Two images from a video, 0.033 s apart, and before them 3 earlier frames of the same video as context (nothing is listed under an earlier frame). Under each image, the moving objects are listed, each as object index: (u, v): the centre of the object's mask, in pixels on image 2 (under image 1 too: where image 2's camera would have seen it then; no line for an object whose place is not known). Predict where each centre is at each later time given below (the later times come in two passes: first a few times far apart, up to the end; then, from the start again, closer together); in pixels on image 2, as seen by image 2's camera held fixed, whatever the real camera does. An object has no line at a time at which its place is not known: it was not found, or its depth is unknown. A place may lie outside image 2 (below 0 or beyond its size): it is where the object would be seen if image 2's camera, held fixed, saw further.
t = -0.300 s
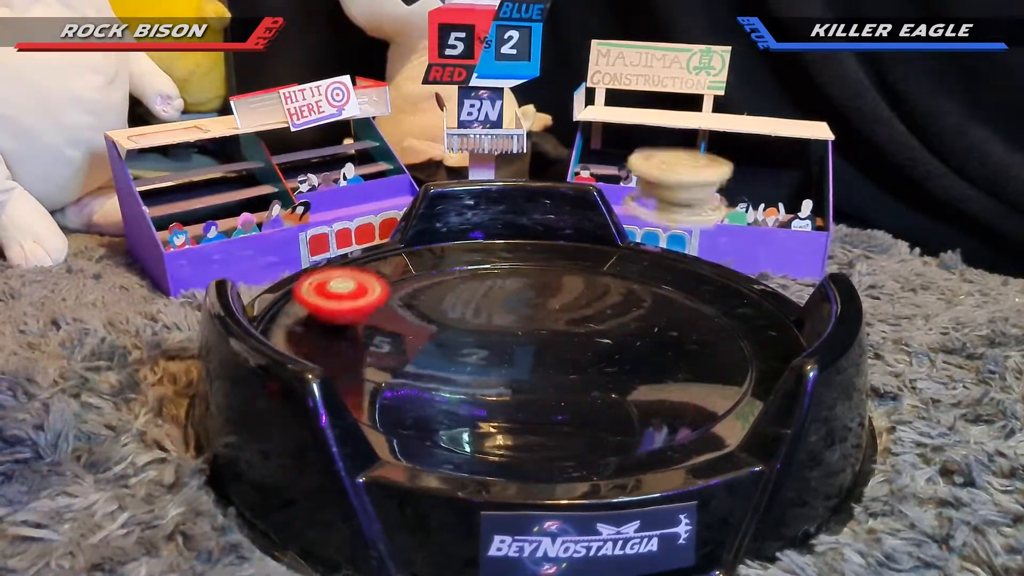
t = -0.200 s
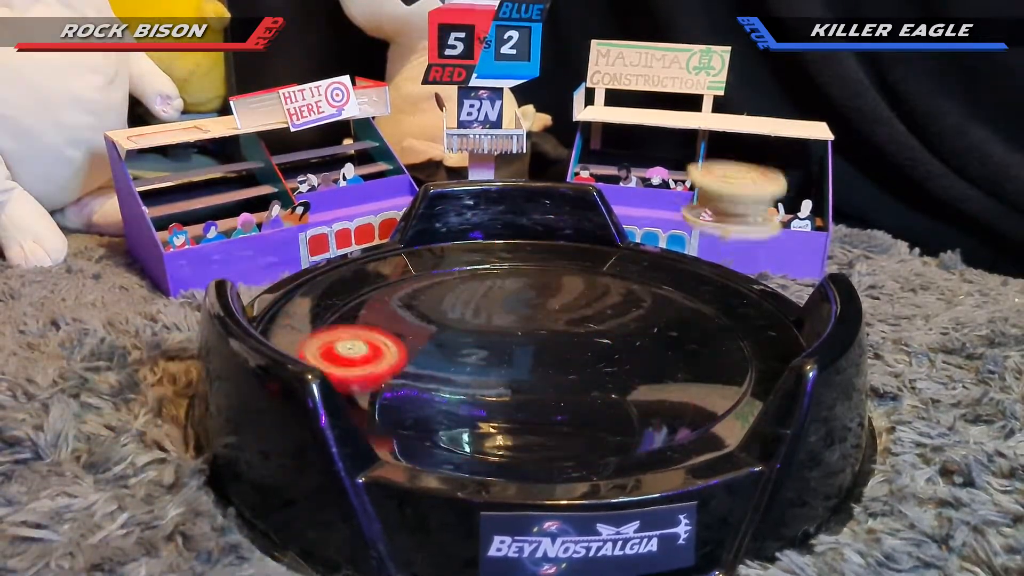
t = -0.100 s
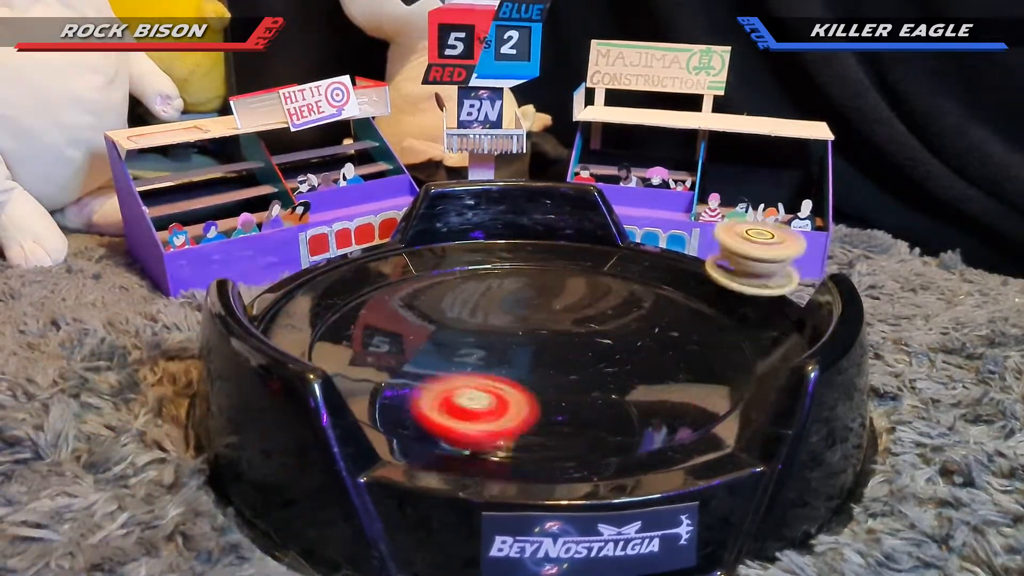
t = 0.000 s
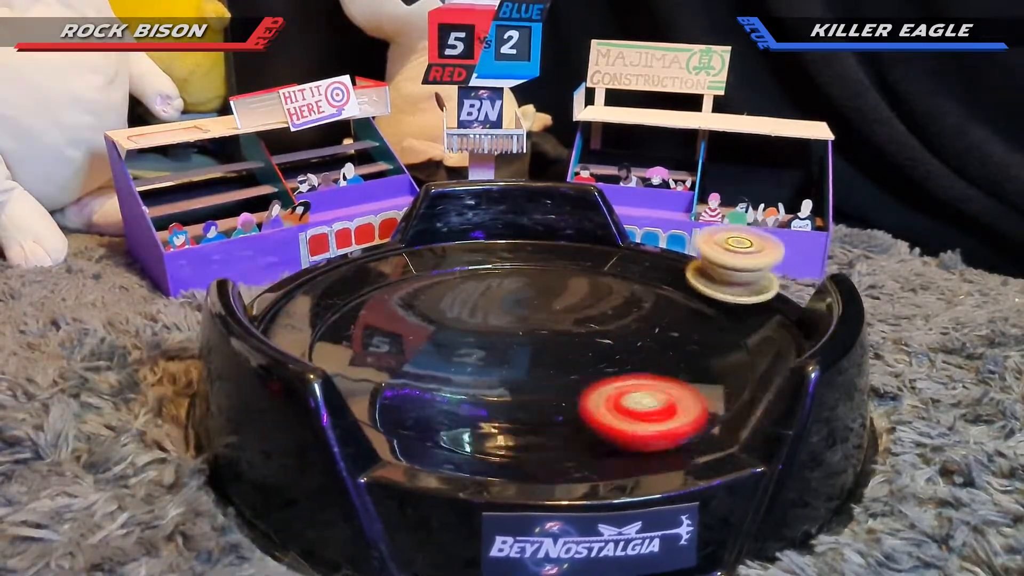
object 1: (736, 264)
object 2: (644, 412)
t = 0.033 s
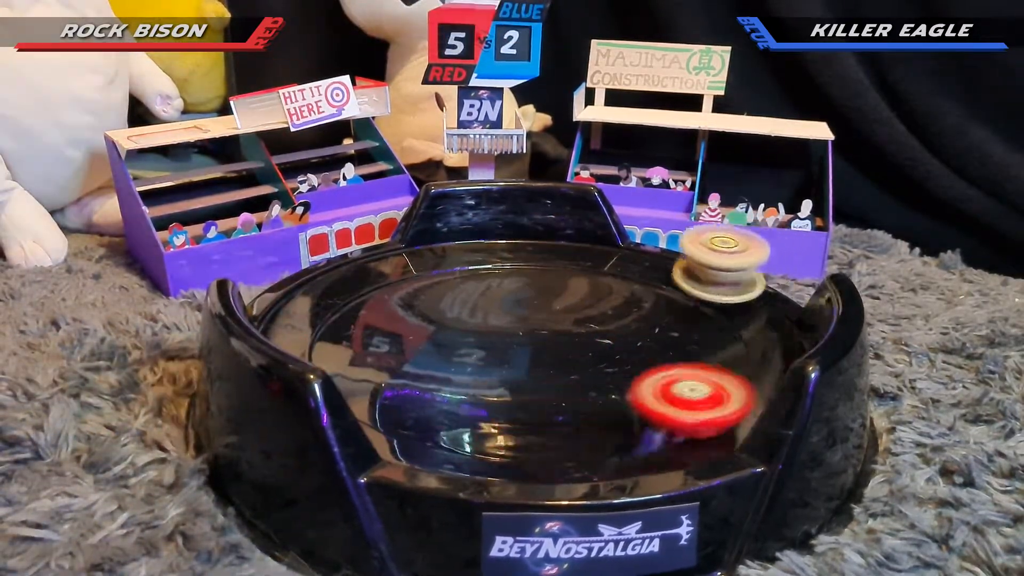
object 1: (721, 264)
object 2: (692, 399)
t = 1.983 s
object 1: (683, 269)
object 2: (592, 332)
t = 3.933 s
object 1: (709, 313)
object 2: (514, 259)
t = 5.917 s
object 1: (731, 361)
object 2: (591, 309)
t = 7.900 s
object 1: (395, 346)
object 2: (583, 292)
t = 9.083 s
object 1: (386, 329)
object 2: (504, 313)
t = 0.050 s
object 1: (713, 263)
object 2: (713, 391)
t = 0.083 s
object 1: (695, 262)
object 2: (737, 369)
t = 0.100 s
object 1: (685, 263)
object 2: (744, 359)
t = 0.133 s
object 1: (663, 264)
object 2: (748, 340)
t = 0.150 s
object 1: (652, 265)
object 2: (748, 328)
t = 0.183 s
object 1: (626, 265)
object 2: (734, 308)
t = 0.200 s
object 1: (614, 265)
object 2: (724, 299)
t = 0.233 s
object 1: (587, 265)
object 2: (696, 283)
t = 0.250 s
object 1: (573, 264)
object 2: (679, 276)
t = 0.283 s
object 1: (544, 264)
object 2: (645, 264)
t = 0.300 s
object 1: (528, 265)
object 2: (624, 259)
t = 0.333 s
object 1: (497, 268)
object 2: (588, 252)
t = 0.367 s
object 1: (468, 276)
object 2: (552, 249)
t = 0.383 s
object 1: (455, 280)
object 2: (535, 249)
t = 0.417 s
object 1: (431, 292)
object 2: (501, 252)
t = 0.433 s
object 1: (421, 299)
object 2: (485, 254)
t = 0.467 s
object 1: (406, 314)
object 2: (454, 261)
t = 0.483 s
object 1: (402, 323)
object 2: (439, 266)
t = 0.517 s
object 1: (402, 341)
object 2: (413, 278)
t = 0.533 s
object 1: (406, 350)
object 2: (401, 285)
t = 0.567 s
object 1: (422, 368)
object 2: (383, 304)
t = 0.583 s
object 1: (435, 377)
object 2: (376, 314)
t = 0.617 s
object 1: (468, 391)
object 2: (375, 336)
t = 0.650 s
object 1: (511, 402)
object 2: (382, 358)
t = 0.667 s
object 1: (536, 406)
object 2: (390, 368)
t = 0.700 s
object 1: (589, 409)
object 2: (414, 387)
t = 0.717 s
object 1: (617, 408)
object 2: (431, 396)
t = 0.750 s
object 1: (665, 393)
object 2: (472, 408)
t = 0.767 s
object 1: (687, 391)
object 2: (497, 414)
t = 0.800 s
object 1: (721, 376)
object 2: (549, 420)
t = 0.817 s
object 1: (730, 366)
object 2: (575, 421)
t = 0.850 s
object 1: (748, 348)
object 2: (628, 419)
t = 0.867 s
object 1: (755, 340)
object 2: (653, 414)
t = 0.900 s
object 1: (763, 324)
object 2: (693, 401)
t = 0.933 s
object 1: (755, 308)
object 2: (720, 384)
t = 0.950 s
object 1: (748, 300)
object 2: (731, 375)
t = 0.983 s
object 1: (729, 286)
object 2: (747, 356)
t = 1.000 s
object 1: (716, 281)
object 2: (749, 346)
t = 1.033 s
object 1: (686, 271)
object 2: (745, 326)
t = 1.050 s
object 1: (670, 267)
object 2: (740, 317)
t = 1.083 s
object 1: (634, 260)
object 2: (723, 301)
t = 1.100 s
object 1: (616, 257)
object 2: (712, 295)
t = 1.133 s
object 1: (579, 253)
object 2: (686, 284)
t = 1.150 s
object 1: (560, 252)
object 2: (673, 280)
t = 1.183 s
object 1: (521, 253)
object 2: (642, 275)
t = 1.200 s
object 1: (502, 254)
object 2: (625, 273)
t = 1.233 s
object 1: (463, 258)
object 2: (591, 272)
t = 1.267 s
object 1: (427, 264)
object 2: (556, 273)
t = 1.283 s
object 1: (411, 269)
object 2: (538, 275)
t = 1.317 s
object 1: (379, 279)
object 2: (504, 281)
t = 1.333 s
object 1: (364, 285)
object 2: (488, 285)
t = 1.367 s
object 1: (340, 298)
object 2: (455, 295)
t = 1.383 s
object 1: (328, 305)
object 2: (441, 300)
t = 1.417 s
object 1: (315, 318)
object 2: (417, 313)
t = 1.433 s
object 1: (319, 325)
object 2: (409, 321)
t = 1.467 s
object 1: (331, 342)
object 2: (407, 337)
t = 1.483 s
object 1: (340, 351)
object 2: (410, 344)
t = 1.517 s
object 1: (378, 375)
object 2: (434, 359)
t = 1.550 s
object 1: (420, 397)
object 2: (357, 381)
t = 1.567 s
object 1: (454, 405)
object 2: (377, 380)
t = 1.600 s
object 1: (519, 413)
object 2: (421, 395)
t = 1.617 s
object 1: (550, 414)
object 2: (443, 400)
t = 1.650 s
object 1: (608, 412)
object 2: (488, 409)
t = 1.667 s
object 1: (634, 409)
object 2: (511, 412)
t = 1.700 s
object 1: (684, 400)
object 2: (556, 415)
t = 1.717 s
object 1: (696, 384)
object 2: (569, 414)
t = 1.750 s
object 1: (724, 366)
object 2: (581, 409)
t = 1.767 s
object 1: (735, 364)
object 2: (589, 406)
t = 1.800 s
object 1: (748, 347)
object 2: (609, 398)
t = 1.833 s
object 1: (754, 333)
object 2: (627, 388)
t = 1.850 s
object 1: (754, 327)
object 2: (632, 382)
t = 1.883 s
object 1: (742, 312)
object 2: (634, 369)
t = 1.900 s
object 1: (735, 304)
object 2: (632, 362)
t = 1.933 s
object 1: (717, 288)
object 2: (622, 349)
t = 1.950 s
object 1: (706, 281)
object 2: (613, 343)
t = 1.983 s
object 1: (683, 269)
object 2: (592, 332)
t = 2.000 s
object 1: (670, 263)
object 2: (580, 328)
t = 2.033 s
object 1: (642, 252)
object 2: (553, 320)
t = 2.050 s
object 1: (627, 248)
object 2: (539, 317)
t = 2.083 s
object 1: (592, 242)
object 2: (508, 312)
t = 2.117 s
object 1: (558, 238)
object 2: (476, 311)
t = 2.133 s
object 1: (540, 236)
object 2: (462, 310)
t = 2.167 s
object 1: (503, 237)
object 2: (432, 312)
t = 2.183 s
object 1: (484, 238)
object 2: (418, 314)
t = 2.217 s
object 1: (449, 242)
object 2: (395, 321)
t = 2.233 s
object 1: (432, 245)
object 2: (384, 324)
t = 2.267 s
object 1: (401, 253)
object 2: (369, 334)
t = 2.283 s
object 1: (386, 258)
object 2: (364, 340)
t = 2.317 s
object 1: (361, 270)
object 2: (359, 352)
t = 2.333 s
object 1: (350, 277)
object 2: (361, 359)
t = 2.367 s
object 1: (334, 292)
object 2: (372, 372)
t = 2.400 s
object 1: (325, 309)
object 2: (388, 386)
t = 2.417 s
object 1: (324, 316)
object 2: (400, 392)
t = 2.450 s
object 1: (332, 330)
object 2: (433, 403)
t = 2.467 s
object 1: (342, 338)
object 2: (452, 406)
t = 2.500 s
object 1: (363, 356)
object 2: (492, 411)
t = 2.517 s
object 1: (376, 366)
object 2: (512, 412)
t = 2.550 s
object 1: (407, 385)
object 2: (551, 409)
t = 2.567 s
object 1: (427, 391)
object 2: (568, 407)
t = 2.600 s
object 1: (474, 402)
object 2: (599, 398)
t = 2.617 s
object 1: (498, 405)
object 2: (613, 393)
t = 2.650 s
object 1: (549, 408)
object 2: (639, 380)
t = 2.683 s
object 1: (600, 406)
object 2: (650, 355)
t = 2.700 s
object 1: (625, 403)
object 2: (643, 344)
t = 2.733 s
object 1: (671, 394)
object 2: (631, 332)
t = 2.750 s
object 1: (692, 388)
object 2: (627, 330)
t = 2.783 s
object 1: (722, 371)
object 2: (618, 319)
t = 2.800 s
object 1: (731, 361)
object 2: (608, 313)
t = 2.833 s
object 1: (743, 345)
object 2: (587, 300)
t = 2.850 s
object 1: (747, 336)
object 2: (575, 295)
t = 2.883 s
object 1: (746, 318)
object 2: (548, 287)
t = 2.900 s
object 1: (741, 310)
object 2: (534, 283)
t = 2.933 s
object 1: (727, 294)
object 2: (504, 278)
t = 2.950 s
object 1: (718, 287)
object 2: (489, 276)
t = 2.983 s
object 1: (696, 275)
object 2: (460, 276)
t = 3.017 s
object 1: (671, 264)
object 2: (430, 277)
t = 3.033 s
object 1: (657, 260)
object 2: (418, 279)
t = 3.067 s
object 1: (627, 254)
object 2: (393, 284)
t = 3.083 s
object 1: (612, 252)
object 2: (382, 287)
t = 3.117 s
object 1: (582, 249)
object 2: (364, 296)
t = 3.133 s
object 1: (567, 249)
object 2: (357, 301)
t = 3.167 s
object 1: (535, 250)
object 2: (347, 313)
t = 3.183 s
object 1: (519, 252)
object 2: (344, 319)
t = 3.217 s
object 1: (488, 256)
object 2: (345, 334)
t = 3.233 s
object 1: (472, 259)
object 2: (349, 342)
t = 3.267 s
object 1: (443, 268)
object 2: (363, 358)
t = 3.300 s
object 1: (418, 278)
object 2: (385, 373)
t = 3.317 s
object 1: (406, 284)
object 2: (399, 379)
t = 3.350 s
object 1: (387, 297)
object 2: (433, 391)
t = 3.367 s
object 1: (379, 304)
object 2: (453, 396)
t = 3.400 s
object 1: (369, 319)
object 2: (495, 402)
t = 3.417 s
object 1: (366, 327)
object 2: (516, 403)
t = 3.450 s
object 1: (367, 343)
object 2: (556, 402)
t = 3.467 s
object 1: (371, 351)
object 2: (575, 400)
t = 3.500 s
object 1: (386, 367)
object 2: (610, 392)
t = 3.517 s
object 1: (394, 375)
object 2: (625, 387)
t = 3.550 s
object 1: (419, 390)
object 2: (650, 375)
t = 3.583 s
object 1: (453, 402)
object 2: (667, 360)
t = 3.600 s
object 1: (473, 407)
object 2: (672, 353)
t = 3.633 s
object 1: (521, 410)
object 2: (677, 337)
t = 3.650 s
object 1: (546, 411)
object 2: (676, 330)
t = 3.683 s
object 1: (596, 408)
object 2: (671, 315)
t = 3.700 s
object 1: (620, 405)
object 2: (666, 308)
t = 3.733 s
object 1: (663, 396)
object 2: (652, 295)
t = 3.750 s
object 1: (682, 390)
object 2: (643, 289)
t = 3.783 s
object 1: (710, 376)
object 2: (624, 279)
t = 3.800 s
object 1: (720, 368)
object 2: (614, 274)
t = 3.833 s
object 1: (731, 353)
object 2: (590, 267)
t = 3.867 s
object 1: (732, 340)
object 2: (565, 262)
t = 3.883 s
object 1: (729, 333)
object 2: (553, 260)
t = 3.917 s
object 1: (717, 319)
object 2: (527, 259)
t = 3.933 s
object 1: (709, 313)
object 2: (514, 259)
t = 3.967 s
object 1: (687, 302)
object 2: (488, 261)
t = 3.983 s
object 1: (676, 297)
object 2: (476, 263)
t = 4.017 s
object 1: (648, 289)
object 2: (453, 269)
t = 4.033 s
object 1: (634, 285)
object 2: (441, 273)
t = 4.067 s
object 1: (602, 279)
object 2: (422, 283)
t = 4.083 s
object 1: (587, 277)
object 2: (414, 289)
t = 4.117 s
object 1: (555, 274)
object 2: (402, 302)
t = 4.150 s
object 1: (522, 272)
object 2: (395, 317)
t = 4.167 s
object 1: (506, 272)
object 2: (393, 325)
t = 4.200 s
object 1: (473, 273)
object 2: (397, 341)
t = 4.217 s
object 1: (458, 275)
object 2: (401, 349)
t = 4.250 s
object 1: (428, 279)
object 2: (415, 364)
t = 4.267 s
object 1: (414, 281)
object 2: (425, 371)
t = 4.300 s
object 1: (388, 288)
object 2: (452, 384)
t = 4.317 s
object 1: (377, 292)
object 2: (468, 389)
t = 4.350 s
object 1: (357, 302)
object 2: (504, 397)
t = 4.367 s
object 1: (349, 307)
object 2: (523, 400)
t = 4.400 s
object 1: (337, 319)
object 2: (561, 402)
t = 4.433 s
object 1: (333, 330)
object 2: (599, 400)
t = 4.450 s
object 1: (338, 336)
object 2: (617, 397)
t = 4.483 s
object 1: (348, 349)
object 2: (650, 389)
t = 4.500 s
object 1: (356, 356)
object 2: (665, 384)
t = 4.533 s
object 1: (378, 373)
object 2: (691, 373)
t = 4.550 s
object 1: (394, 382)
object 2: (702, 366)
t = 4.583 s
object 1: (430, 396)
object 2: (717, 353)
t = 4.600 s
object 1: (452, 401)
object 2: (721, 347)
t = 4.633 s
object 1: (496, 406)
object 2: (726, 333)
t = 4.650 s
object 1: (519, 408)
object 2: (726, 327)
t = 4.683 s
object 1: (562, 406)
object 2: (721, 314)
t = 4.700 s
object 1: (583, 404)
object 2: (717, 309)
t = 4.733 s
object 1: (622, 397)
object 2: (704, 298)
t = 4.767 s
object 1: (653, 388)
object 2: (688, 290)
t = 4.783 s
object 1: (667, 381)
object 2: (678, 286)
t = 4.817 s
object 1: (688, 368)
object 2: (656, 281)
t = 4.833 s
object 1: (695, 360)
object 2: (644, 279)
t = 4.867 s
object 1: (704, 345)
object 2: (619, 276)
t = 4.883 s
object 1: (706, 338)
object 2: (606, 275)
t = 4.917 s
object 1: (703, 323)
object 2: (579, 276)
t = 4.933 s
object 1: (699, 315)
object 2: (565, 277)
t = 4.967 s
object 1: (688, 302)
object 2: (539, 281)
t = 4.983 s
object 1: (680, 295)
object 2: (526, 283)
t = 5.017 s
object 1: (661, 284)
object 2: (500, 290)
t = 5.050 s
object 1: (640, 274)
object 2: (477, 299)
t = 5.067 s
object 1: (628, 268)
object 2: (466, 303)
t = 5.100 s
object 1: (603, 260)
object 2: (448, 314)
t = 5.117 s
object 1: (590, 257)
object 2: (440, 321)
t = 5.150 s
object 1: (563, 252)
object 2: (429, 333)
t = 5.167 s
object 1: (550, 250)
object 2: (425, 340)
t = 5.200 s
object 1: (521, 248)
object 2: (423, 353)
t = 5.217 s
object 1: (507, 248)
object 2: (424, 360)
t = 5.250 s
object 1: (480, 249)
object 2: (431, 373)
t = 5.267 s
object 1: (466, 251)
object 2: (437, 380)
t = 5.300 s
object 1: (440, 256)
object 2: (455, 391)
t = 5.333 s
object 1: (417, 263)
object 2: (479, 401)
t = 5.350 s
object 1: (406, 268)
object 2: (494, 405)
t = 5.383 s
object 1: (387, 278)
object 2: (525, 412)
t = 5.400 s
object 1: (380, 285)
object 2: (543, 413)
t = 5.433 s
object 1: (366, 297)
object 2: (577, 415)
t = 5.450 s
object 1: (363, 304)
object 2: (595, 415)
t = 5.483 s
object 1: (360, 319)
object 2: (629, 412)
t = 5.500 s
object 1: (361, 327)
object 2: (644, 409)
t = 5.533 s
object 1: (368, 343)
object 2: (672, 403)
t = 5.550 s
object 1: (375, 350)
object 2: (684, 399)
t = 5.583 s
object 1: (393, 365)
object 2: (705, 389)
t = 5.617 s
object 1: (419, 379)
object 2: (719, 379)
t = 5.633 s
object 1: (435, 385)
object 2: (723, 373)
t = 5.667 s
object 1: (470, 395)
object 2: (726, 362)
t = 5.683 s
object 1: (490, 398)
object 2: (726, 357)
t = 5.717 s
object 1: (531, 403)
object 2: (719, 346)
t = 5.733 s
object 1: (553, 403)
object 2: (713, 341)
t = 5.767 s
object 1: (593, 403)
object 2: (698, 332)
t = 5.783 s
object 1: (614, 401)
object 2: (689, 329)
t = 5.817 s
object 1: (652, 396)
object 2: (668, 320)
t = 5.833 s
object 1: (669, 392)
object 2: (656, 317)
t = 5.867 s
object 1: (700, 382)
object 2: (632, 313)
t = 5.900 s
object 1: (722, 369)
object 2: (605, 310)
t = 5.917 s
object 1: (731, 361)
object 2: (591, 309)
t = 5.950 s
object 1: (740, 347)
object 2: (563, 307)
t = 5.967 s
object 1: (742, 341)
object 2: (549, 308)
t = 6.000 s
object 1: (743, 327)
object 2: (522, 309)
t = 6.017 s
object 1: (740, 321)
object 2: (509, 310)
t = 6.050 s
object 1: (730, 309)
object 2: (483, 313)
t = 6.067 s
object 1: (723, 304)
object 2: (470, 315)
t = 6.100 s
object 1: (706, 294)
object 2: (447, 320)
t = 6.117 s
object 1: (696, 290)
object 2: (437, 324)
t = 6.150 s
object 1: (674, 283)
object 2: (419, 331)
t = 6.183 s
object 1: (649, 278)
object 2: (403, 340)
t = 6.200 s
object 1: (636, 275)
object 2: (398, 345)
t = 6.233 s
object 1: (609, 272)
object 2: (391, 354)
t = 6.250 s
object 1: (595, 271)
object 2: (390, 360)
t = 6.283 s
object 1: (566, 270)
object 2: (392, 371)
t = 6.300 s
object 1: (553, 270)
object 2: (395, 376)
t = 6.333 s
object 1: (524, 272)
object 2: (405, 388)
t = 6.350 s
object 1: (510, 273)
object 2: (414, 393)
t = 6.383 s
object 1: (484, 277)
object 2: (433, 403)
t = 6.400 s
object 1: (470, 279)
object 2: (446, 406)
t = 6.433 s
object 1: (445, 284)
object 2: (473, 412)
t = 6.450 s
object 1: (434, 287)
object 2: (489, 414)
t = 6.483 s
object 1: (412, 294)
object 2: (521, 417)
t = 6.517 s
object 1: (394, 303)
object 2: (553, 417)
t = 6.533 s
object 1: (386, 308)
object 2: (567, 415)
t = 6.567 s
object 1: (373, 317)
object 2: (595, 409)
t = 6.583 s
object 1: (369, 323)
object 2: (606, 406)
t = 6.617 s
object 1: (362, 334)
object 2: (626, 398)
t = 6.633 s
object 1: (362, 339)
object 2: (634, 393)
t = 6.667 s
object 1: (366, 350)
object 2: (644, 383)
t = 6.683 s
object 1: (370, 356)
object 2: (647, 377)
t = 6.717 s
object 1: (383, 368)
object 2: (649, 365)
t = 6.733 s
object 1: (391, 374)
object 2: (647, 360)
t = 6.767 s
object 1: (410, 386)
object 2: (639, 349)
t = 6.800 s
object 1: (436, 395)
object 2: (628, 339)
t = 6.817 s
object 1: (452, 399)
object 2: (620, 333)
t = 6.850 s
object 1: (485, 404)
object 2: (603, 324)
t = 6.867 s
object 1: (503, 406)
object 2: (593, 320)
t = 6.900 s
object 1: (538, 408)
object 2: (572, 313)
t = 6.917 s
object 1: (556, 407)
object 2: (560, 310)
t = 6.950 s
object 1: (589, 404)
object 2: (538, 305)
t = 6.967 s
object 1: (604, 401)
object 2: (526, 303)
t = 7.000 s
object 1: (631, 394)
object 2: (501, 299)
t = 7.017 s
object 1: (644, 390)
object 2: (489, 298)
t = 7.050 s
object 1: (664, 380)
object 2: (466, 298)
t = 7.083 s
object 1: (679, 370)
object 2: (443, 300)
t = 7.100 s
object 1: (684, 364)
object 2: (432, 301)
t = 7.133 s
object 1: (690, 352)
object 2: (413, 305)
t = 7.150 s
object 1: (691, 346)
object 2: (404, 309)
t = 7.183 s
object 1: (690, 335)
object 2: (390, 316)
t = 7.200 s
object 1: (687, 329)
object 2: (385, 320)
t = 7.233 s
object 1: (679, 317)
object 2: (377, 329)
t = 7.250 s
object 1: (674, 312)
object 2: (375, 334)
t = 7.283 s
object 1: (661, 302)
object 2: (375, 345)
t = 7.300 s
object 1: (653, 297)
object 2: (378, 350)
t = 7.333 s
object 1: (637, 288)
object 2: (388, 362)
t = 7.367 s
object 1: (619, 281)
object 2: (404, 373)
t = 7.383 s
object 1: (609, 277)
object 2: (415, 378)
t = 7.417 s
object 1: (588, 271)
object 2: (440, 386)
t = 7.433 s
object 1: (577, 269)
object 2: (454, 390)
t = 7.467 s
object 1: (556, 265)
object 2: (484, 395)
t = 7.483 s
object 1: (546, 264)
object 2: (500, 396)
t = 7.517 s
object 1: (523, 262)
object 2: (531, 396)
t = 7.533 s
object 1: (512, 262)
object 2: (545, 395)
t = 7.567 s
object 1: (490, 263)
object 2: (573, 392)
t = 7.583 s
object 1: (479, 264)
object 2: (586, 388)
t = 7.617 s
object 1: (458, 267)
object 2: (607, 380)
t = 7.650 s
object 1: (440, 272)
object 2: (623, 370)
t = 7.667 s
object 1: (431, 274)
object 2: (628, 365)
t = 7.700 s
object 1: (415, 281)
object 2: (636, 353)
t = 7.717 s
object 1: (408, 286)
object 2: (638, 347)
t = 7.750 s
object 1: (397, 295)
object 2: (637, 335)
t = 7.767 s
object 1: (392, 300)
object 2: (635, 329)
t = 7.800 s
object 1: (386, 311)
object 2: (627, 319)
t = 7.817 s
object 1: (385, 316)
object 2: (622, 313)
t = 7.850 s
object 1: (386, 328)
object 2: (608, 304)
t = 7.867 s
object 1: (387, 334)
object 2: (601, 300)
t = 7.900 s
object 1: (395, 346)
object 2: (583, 292)
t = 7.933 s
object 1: (407, 357)
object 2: (564, 287)
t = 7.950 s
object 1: (414, 362)
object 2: (554, 285)
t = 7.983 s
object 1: (433, 373)
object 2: (535, 283)
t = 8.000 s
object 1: (444, 377)
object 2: (524, 282)
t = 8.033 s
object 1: (468, 384)
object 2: (503, 282)
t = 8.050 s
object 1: (482, 388)
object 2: (493, 284)
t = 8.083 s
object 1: (510, 392)
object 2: (473, 288)
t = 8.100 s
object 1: (523, 394)
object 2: (464, 290)
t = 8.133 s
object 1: (554, 395)
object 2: (448, 297)
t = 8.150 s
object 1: (569, 395)
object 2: (441, 301)
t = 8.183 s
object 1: (598, 393)
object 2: (431, 311)
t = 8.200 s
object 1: (612, 391)
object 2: (427, 316)
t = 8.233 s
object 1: (638, 386)
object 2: (424, 327)
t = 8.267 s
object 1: (661, 379)
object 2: (426, 340)
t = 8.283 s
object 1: (671, 376)
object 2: (429, 345)
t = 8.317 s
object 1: (688, 367)
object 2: (438, 358)
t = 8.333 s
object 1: (695, 363)
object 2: (445, 363)
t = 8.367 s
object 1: (705, 352)
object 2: (464, 373)
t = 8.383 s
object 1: (707, 348)
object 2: (475, 377)
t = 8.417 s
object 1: (709, 338)
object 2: (500, 385)
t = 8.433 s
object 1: (708, 333)
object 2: (513, 387)
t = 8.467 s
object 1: (702, 324)
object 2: (541, 390)
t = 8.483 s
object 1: (698, 319)
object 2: (556, 390)
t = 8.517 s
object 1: (687, 312)
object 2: (584, 389)
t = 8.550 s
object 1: (673, 304)
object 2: (610, 384)
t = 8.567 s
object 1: (664, 301)
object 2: (622, 381)
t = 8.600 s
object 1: (646, 296)
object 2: (643, 374)
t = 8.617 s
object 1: (637, 294)
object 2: (652, 369)
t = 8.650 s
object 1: (616, 290)
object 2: (665, 359)
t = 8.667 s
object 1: (605, 288)
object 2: (670, 355)
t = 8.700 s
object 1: (584, 286)
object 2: (676, 344)
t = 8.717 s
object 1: (573, 286)
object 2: (677, 339)
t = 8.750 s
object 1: (551, 285)
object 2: (675, 329)
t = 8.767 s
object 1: (540, 285)
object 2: (672, 325)
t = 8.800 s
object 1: (518, 286)
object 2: (663, 316)
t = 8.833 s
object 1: (497, 288)
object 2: (650, 310)
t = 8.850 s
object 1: (487, 289)
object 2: (642, 306)
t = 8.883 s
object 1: (466, 292)
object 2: (625, 302)
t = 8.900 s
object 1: (457, 294)
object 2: (615, 301)
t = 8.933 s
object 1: (438, 298)
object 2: (595, 298)
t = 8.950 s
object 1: (430, 301)
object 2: (585, 298)
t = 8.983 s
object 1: (414, 306)
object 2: (563, 299)
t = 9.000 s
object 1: (408, 310)
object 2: (553, 300)
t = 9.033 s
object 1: (397, 317)
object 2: (532, 304)
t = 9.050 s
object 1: (393, 321)
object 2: (522, 307)
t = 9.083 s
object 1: (386, 329)
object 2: (504, 313)
